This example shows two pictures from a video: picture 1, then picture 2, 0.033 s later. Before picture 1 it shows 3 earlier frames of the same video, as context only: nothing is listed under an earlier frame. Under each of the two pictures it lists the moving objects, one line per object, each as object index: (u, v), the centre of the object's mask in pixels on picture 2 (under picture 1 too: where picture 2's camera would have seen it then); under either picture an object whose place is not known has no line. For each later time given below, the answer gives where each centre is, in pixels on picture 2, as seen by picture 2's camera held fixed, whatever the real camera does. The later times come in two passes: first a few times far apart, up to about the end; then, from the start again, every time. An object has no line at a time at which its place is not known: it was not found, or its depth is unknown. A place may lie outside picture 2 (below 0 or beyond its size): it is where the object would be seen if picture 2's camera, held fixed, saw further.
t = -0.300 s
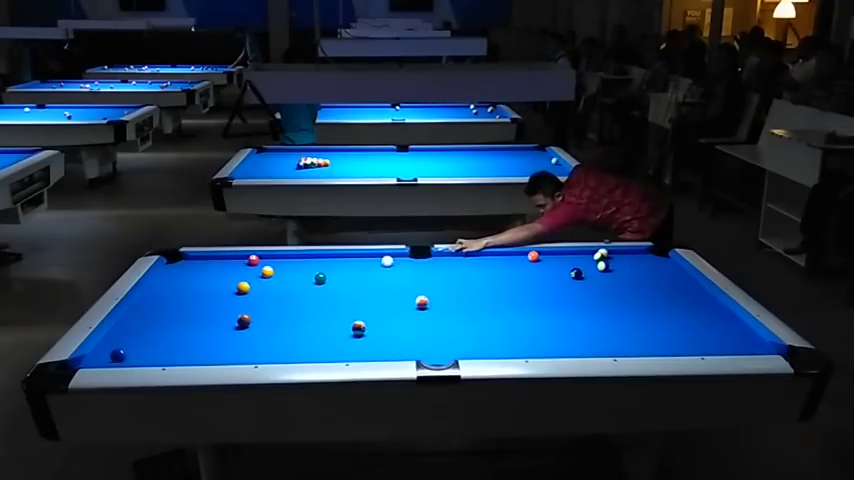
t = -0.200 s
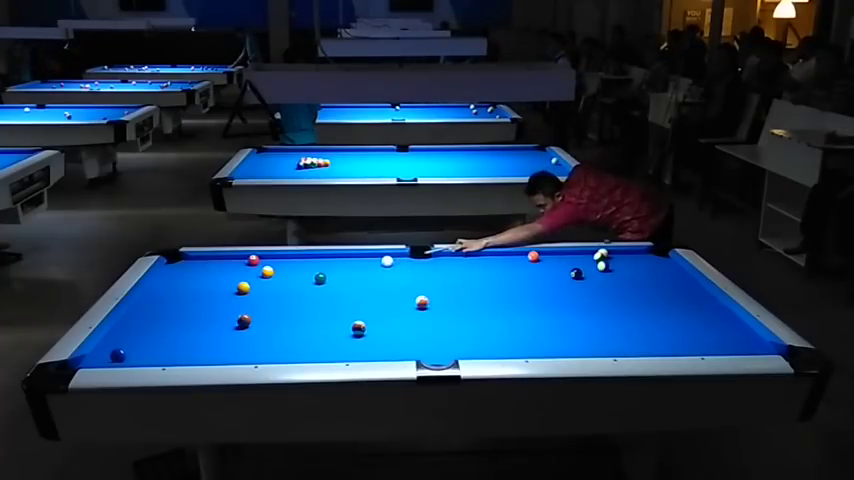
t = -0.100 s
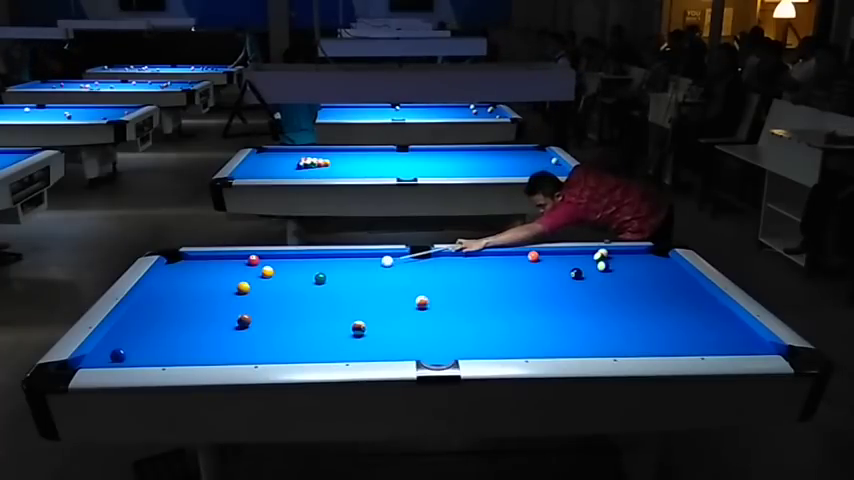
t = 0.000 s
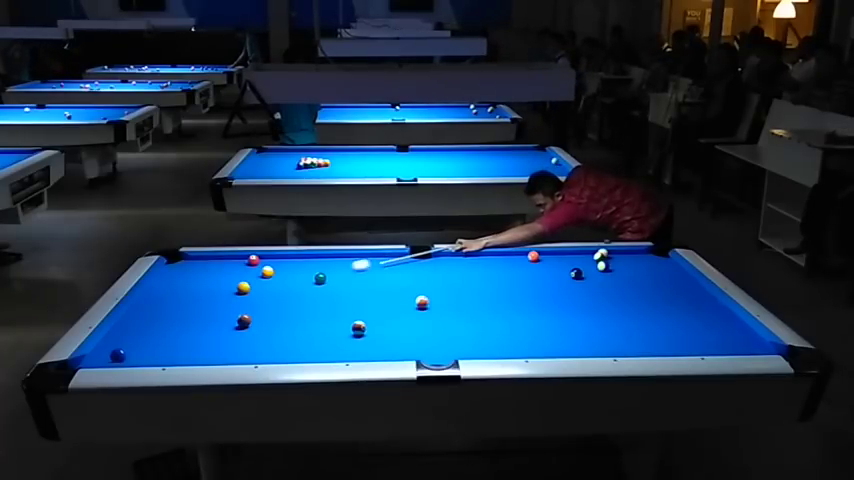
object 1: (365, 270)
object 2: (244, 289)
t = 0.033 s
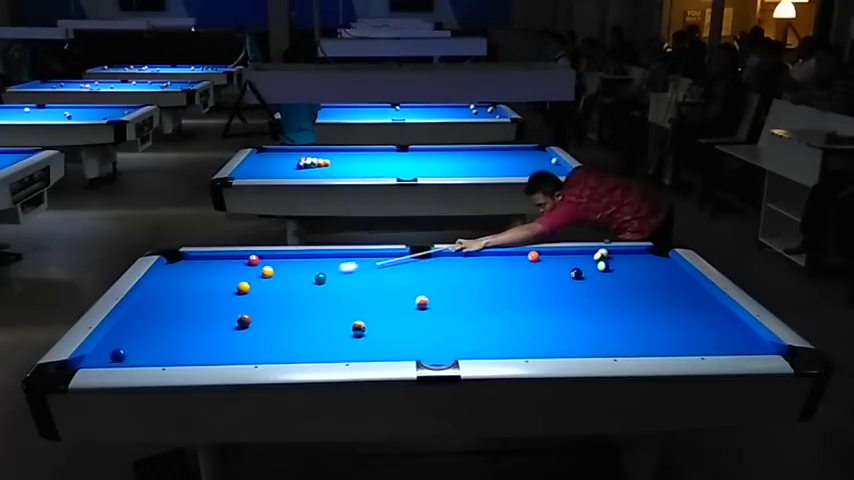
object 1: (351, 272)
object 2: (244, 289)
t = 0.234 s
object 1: (280, 280)
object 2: (244, 289)
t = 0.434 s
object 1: (229, 282)
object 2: (220, 299)
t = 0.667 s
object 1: (181, 281)
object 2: (181, 316)
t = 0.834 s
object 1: (163, 281)
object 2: (152, 329)
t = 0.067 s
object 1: (338, 273)
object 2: (244, 289)
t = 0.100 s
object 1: (326, 271)
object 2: (244, 289)
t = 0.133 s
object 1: (311, 274)
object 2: (244, 289)
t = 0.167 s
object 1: (301, 279)
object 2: (244, 289)
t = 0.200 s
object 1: (289, 280)
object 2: (244, 289)
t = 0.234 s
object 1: (280, 280)
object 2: (244, 289)
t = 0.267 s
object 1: (267, 283)
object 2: (244, 289)
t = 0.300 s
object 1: (255, 283)
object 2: (243, 289)
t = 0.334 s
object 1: (248, 283)
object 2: (238, 290)
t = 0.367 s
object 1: (242, 283)
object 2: (232, 293)
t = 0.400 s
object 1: (235, 282)
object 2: (225, 296)
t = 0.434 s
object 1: (229, 282)
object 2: (220, 299)
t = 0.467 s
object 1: (222, 282)
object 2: (214, 301)
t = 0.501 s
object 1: (215, 282)
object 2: (208, 304)
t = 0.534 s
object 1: (208, 282)
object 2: (202, 306)
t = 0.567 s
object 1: (201, 282)
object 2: (197, 308)
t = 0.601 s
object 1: (194, 282)
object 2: (192, 311)
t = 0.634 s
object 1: (188, 282)
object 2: (186, 313)
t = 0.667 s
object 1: (181, 281)
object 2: (181, 316)
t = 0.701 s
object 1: (174, 281)
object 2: (175, 318)
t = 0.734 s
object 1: (168, 281)
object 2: (169, 321)
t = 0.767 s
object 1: (161, 281)
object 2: (163, 323)
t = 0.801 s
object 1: (160, 281)
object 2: (158, 326)
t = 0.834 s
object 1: (163, 281)
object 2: (152, 329)
